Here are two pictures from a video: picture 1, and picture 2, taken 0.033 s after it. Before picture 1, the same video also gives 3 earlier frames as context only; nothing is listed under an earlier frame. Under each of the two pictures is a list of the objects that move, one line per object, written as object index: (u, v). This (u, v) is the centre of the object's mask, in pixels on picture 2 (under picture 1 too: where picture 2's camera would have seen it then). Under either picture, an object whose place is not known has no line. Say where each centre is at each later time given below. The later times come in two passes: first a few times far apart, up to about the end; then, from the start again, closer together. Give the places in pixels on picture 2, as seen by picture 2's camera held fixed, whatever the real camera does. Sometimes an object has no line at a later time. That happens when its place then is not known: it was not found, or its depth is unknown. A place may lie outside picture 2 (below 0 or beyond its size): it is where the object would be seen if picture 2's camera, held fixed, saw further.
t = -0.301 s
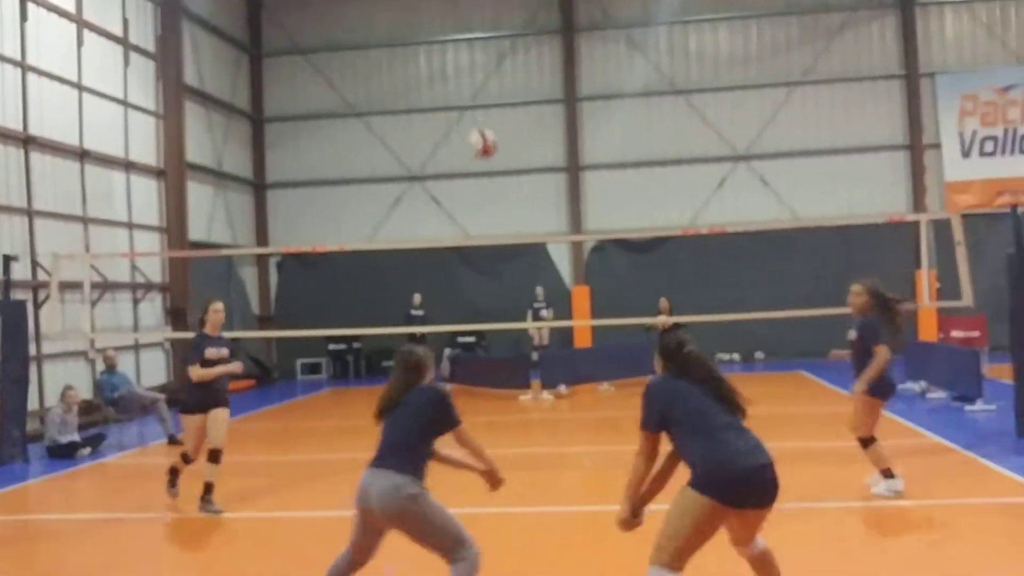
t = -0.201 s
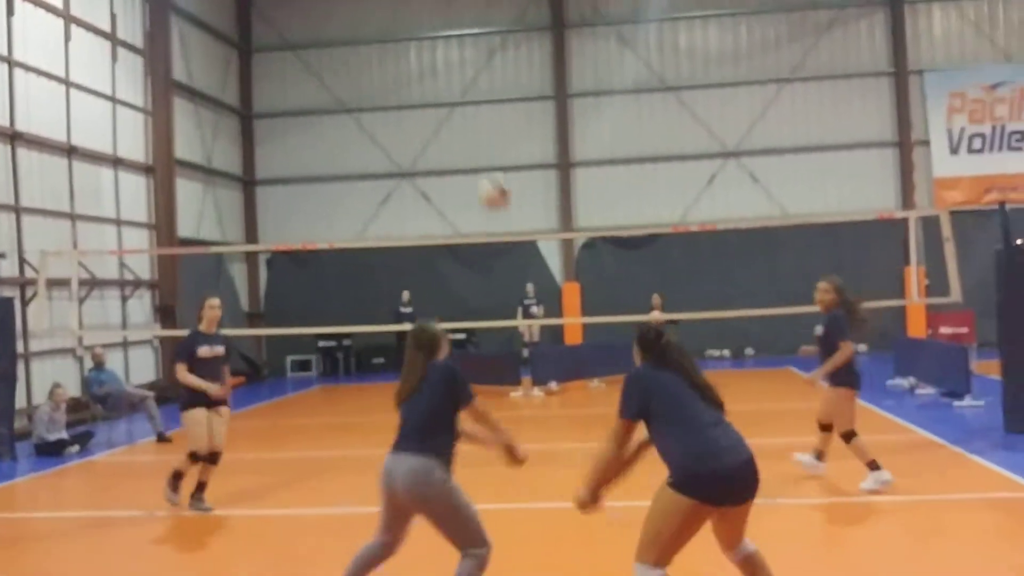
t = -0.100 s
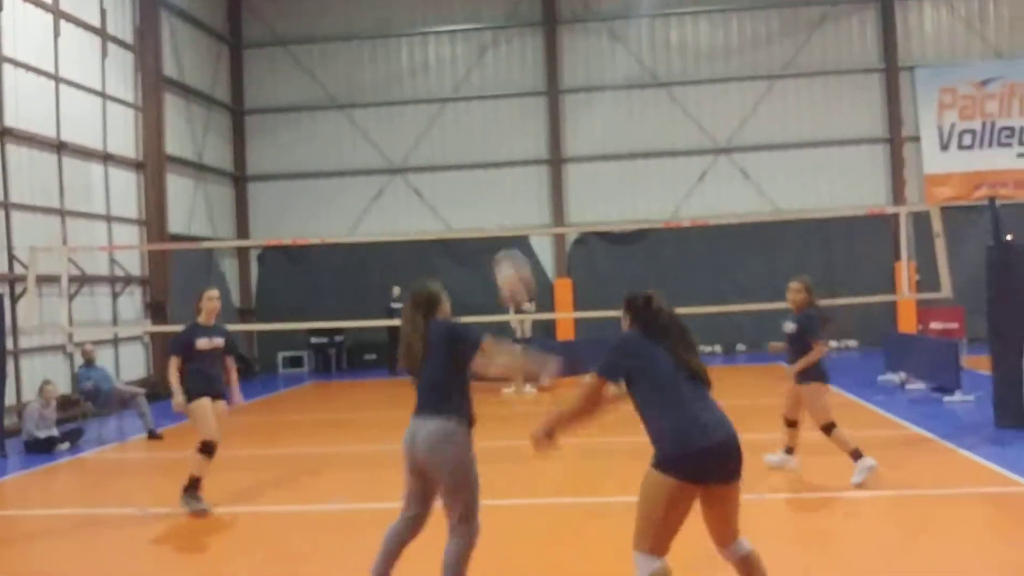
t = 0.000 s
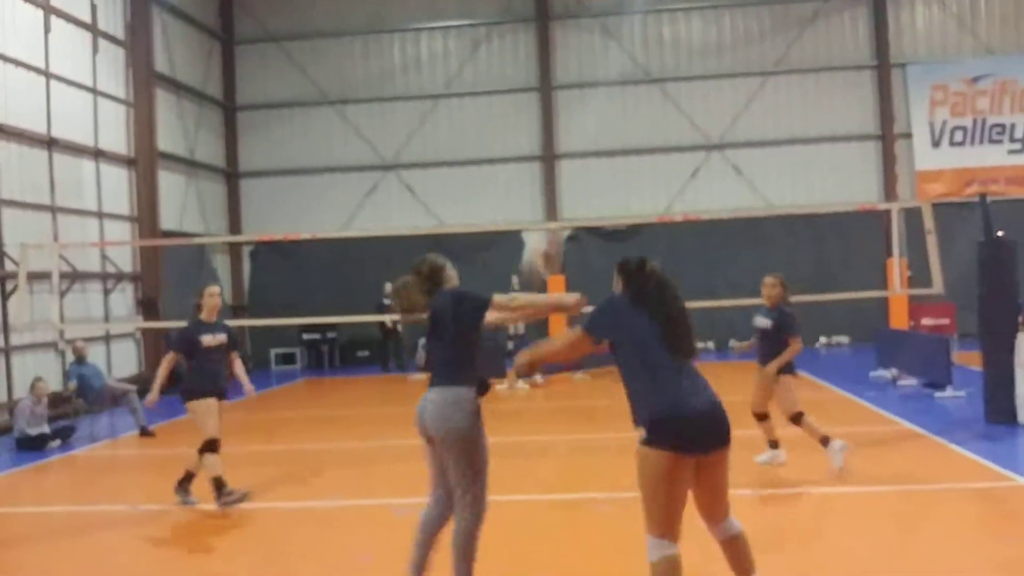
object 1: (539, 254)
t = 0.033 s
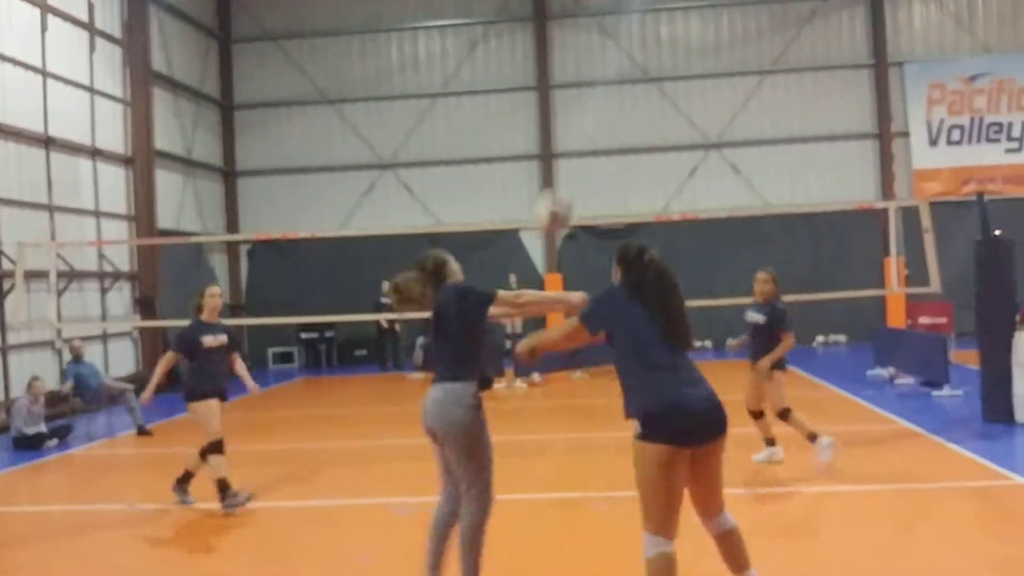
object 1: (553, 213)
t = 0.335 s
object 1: (634, 45)
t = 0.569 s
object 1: (681, 34)
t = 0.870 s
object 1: (729, 120)
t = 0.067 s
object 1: (562, 183)
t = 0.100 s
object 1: (573, 154)
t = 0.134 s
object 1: (584, 128)
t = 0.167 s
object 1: (594, 109)
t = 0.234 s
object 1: (610, 78)
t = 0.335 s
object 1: (634, 45)
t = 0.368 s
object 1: (640, 37)
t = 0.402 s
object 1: (646, 32)
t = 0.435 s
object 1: (655, 31)
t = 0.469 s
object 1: (661, 30)
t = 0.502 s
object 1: (669, 31)
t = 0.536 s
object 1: (674, 33)
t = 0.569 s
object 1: (681, 34)
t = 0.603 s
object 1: (687, 39)
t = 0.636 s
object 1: (693, 45)
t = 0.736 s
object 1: (710, 71)
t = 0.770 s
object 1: (714, 80)
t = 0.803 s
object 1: (720, 96)
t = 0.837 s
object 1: (726, 107)
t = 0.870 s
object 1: (729, 120)
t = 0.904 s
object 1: (735, 136)
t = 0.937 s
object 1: (741, 150)
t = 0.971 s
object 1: (744, 166)
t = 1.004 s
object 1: (751, 183)
